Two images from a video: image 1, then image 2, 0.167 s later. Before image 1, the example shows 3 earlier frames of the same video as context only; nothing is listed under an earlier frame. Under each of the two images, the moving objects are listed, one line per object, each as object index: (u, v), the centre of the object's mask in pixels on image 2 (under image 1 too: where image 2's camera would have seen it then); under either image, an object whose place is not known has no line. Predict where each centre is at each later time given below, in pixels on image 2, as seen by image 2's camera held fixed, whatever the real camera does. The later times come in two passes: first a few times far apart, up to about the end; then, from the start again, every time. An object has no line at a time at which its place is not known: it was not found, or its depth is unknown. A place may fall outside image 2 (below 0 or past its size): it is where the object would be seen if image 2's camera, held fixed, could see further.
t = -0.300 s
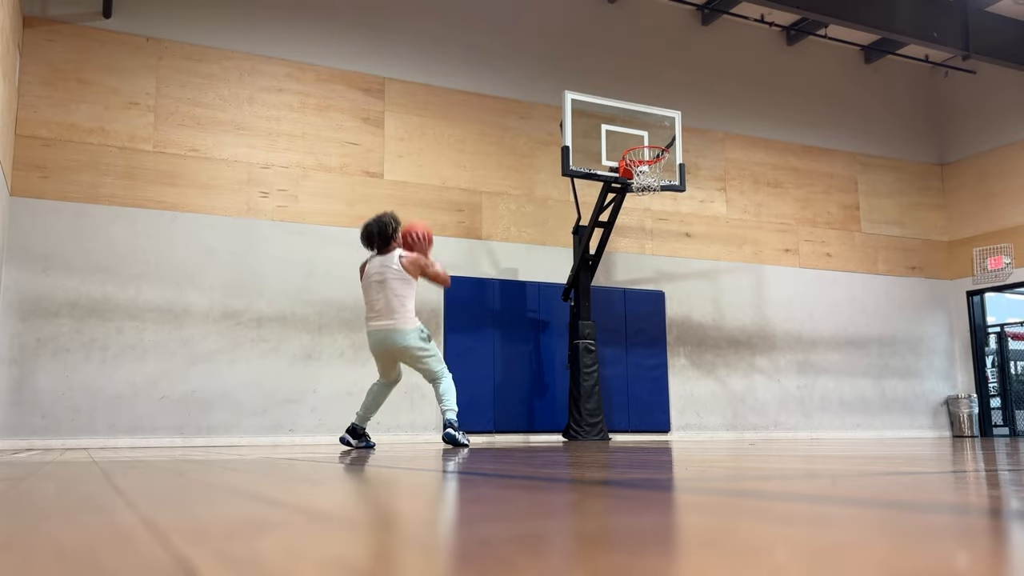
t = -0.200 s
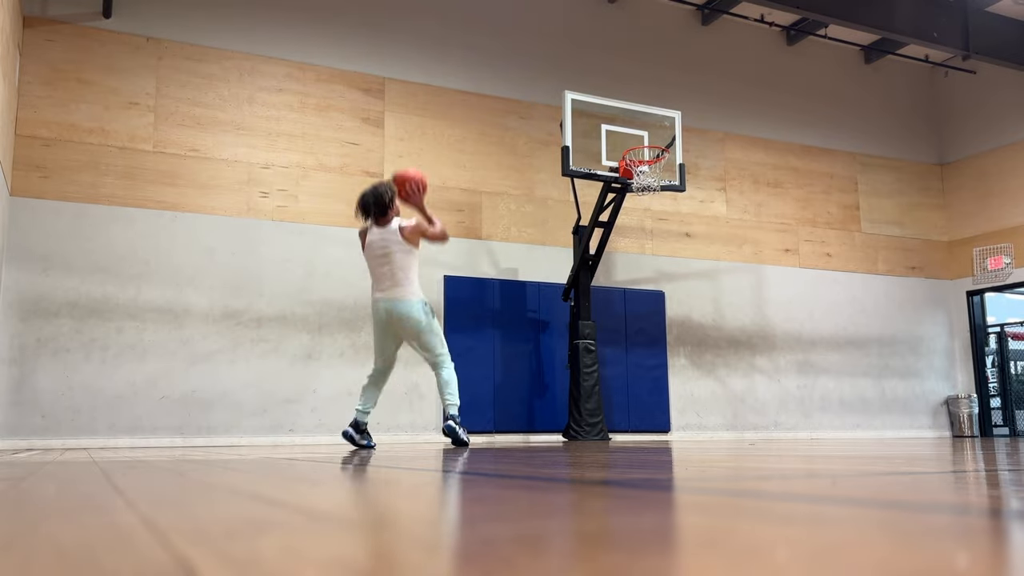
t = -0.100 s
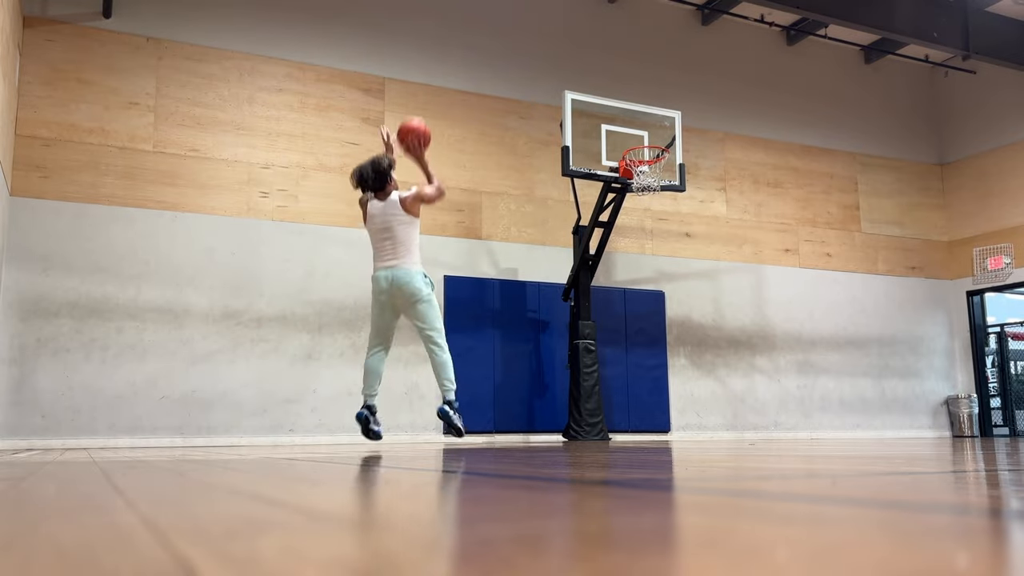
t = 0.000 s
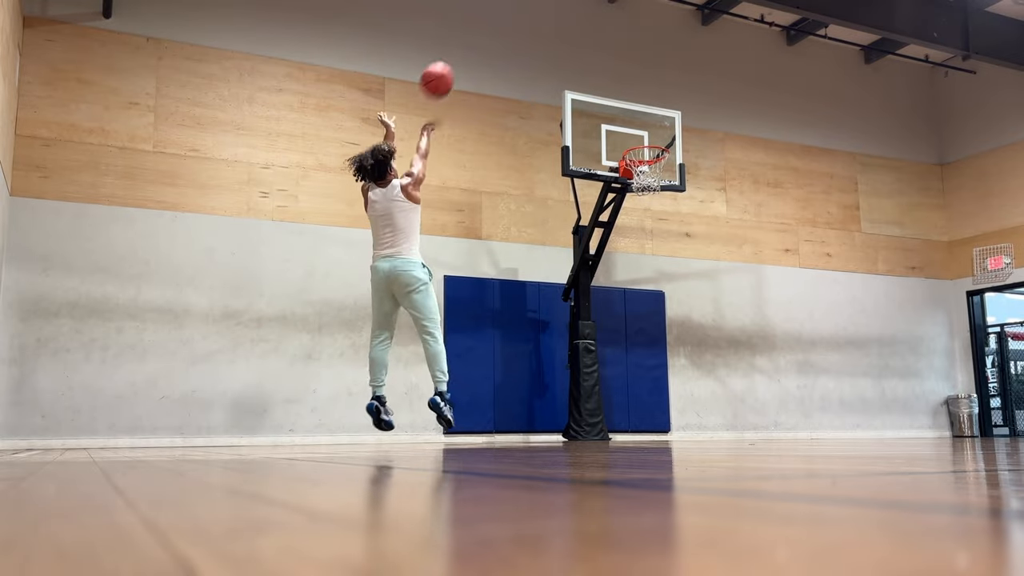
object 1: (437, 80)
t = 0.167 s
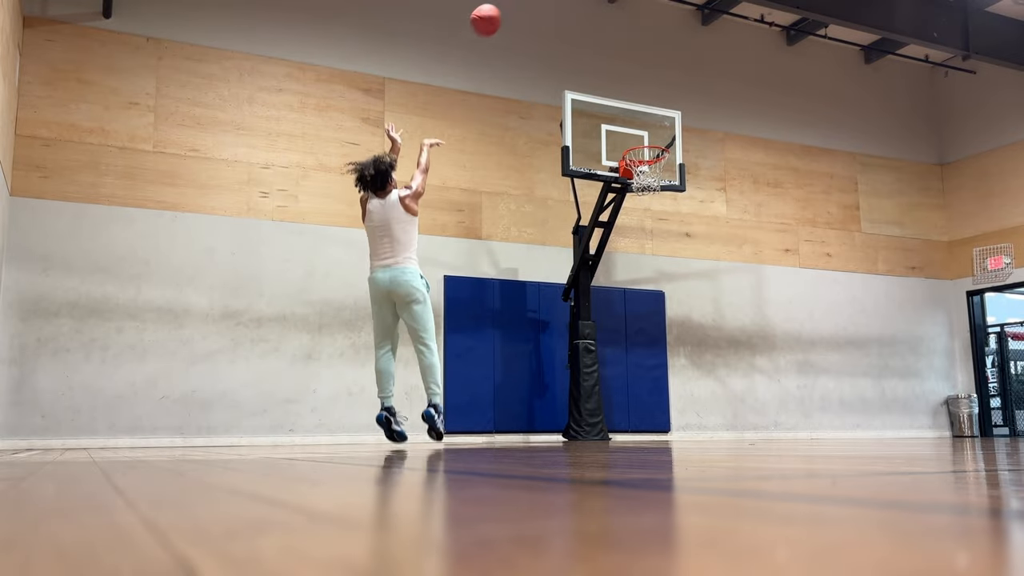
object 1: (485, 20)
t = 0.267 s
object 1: (510, 9)
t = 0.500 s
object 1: (562, 9)
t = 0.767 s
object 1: (612, 68)
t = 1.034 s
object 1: (653, 182)
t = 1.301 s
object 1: (653, 216)
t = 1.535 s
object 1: (653, 299)
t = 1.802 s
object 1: (653, 417)
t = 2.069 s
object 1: (629, 325)
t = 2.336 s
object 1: (608, 298)
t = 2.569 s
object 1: (589, 326)
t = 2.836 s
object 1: (569, 422)
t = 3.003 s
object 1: (557, 381)
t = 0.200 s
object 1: (494, 14)
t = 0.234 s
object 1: (502, 10)
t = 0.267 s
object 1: (510, 9)
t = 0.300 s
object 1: (518, 7)
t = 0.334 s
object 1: (526, 6)
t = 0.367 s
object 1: (534, 6)
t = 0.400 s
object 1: (541, 6)
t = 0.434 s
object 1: (548, 6)
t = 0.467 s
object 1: (555, 7)
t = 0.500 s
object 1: (562, 9)
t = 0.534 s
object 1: (568, 12)
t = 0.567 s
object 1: (575, 16)
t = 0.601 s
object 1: (582, 23)
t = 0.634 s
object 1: (588, 30)
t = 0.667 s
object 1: (594, 39)
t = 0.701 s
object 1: (600, 48)
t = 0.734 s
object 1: (606, 58)
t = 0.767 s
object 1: (612, 68)
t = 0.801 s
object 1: (618, 80)
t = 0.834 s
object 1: (624, 92)
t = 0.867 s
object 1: (630, 106)
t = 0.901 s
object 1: (635, 120)
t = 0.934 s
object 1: (640, 134)
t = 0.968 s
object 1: (647, 151)
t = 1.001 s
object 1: (654, 163)
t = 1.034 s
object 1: (653, 182)
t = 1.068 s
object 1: (655, 183)
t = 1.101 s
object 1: (655, 183)
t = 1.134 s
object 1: (655, 187)
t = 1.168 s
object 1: (654, 191)
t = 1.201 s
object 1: (654, 196)
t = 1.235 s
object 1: (654, 202)
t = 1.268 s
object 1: (653, 209)
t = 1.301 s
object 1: (653, 216)
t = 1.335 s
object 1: (653, 225)
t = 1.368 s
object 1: (652, 235)
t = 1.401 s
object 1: (653, 246)
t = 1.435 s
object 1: (652, 257)
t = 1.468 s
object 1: (653, 270)
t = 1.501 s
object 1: (653, 283)
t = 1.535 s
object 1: (653, 299)
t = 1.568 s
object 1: (653, 314)
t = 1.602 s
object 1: (653, 331)
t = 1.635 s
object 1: (654, 348)
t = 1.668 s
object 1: (654, 367)
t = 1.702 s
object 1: (655, 387)
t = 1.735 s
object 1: (656, 407)
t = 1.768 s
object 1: (656, 427)
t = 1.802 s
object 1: (653, 417)
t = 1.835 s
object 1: (650, 402)
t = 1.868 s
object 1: (647, 388)
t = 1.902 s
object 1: (644, 374)
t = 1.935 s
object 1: (641, 363)
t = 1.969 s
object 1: (638, 351)
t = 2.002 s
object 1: (635, 342)
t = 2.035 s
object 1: (632, 333)
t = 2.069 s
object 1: (629, 325)
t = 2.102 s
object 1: (627, 318)
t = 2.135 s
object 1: (624, 312)
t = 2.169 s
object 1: (621, 308)
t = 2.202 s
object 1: (618, 304)
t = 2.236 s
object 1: (615, 301)
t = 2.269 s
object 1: (613, 299)
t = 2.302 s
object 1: (610, 298)
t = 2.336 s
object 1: (608, 298)
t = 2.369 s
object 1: (605, 299)
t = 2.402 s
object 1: (602, 301)
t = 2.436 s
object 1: (600, 304)
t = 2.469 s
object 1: (597, 307)
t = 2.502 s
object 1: (594, 312)
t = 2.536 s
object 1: (592, 318)
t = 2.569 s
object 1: (589, 326)
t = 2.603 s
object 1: (587, 333)
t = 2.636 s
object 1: (584, 343)
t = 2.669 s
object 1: (581, 354)
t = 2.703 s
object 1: (579, 365)
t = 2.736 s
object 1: (576, 378)
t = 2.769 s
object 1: (574, 391)
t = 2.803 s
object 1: (572, 407)
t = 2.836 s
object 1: (569, 422)
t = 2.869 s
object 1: (567, 423)
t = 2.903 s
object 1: (564, 411)
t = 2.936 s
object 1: (562, 400)
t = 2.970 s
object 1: (559, 390)
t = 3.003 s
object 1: (557, 381)
